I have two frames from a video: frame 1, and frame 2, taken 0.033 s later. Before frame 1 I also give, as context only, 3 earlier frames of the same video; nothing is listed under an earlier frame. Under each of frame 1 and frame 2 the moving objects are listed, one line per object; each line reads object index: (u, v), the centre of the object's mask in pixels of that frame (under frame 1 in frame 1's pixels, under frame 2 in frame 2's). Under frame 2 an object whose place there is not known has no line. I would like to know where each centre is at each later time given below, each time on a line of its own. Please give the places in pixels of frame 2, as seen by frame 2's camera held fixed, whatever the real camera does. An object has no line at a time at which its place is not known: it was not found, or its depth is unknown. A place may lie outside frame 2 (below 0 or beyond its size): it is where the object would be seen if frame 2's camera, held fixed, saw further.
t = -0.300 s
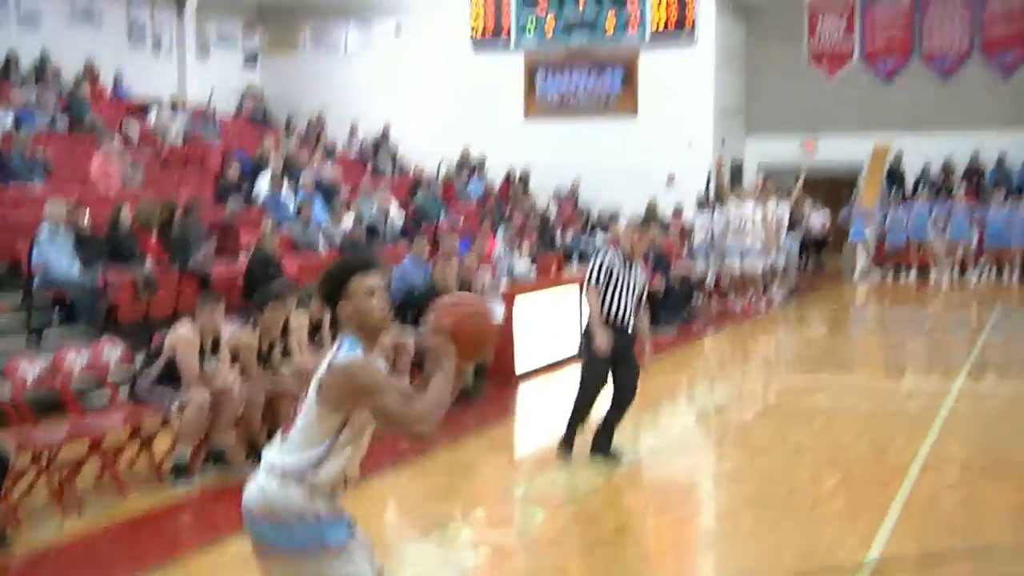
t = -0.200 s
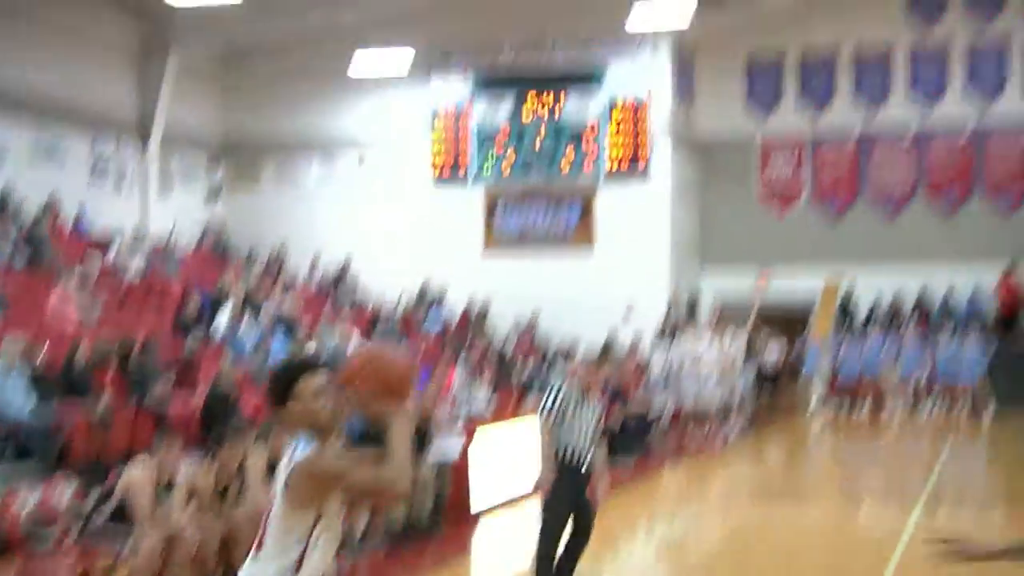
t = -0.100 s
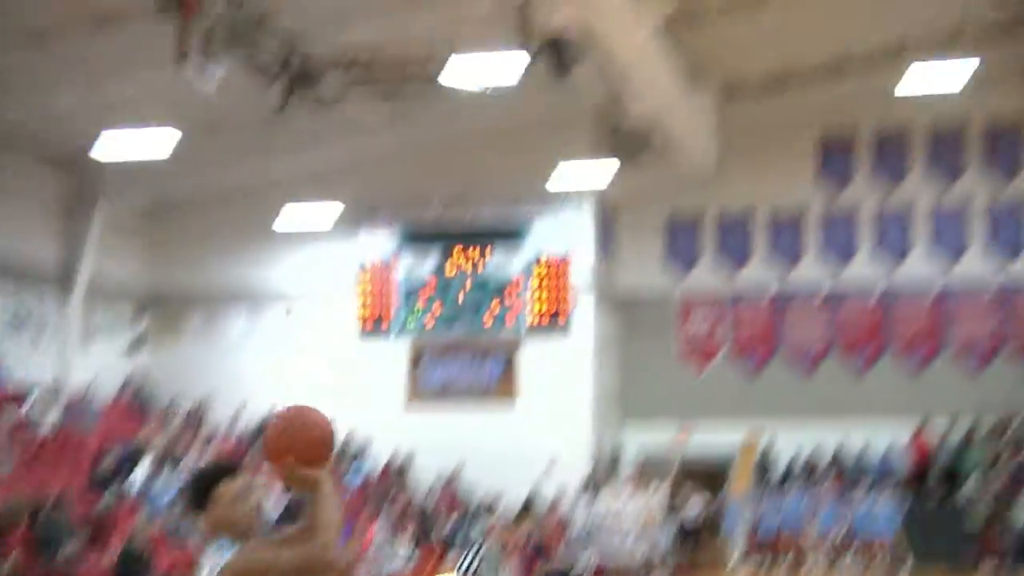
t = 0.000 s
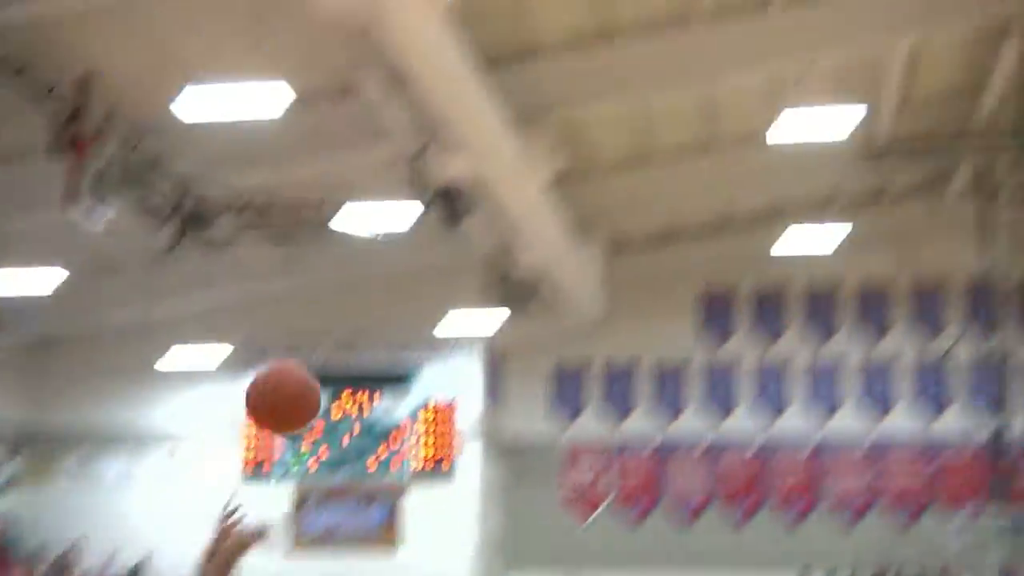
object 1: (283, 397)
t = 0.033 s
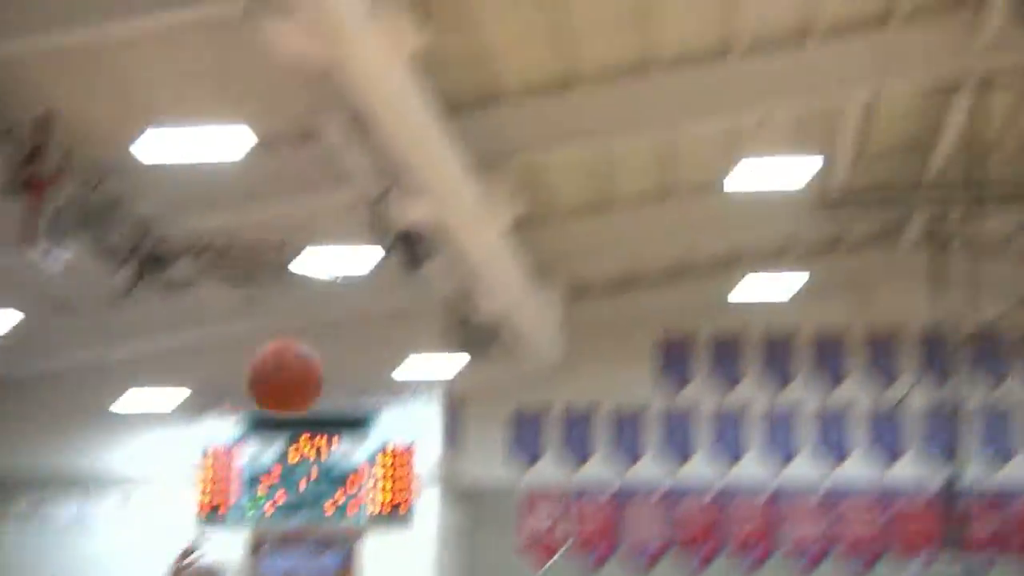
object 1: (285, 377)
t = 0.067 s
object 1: (330, 314)
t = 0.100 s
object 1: (377, 255)
